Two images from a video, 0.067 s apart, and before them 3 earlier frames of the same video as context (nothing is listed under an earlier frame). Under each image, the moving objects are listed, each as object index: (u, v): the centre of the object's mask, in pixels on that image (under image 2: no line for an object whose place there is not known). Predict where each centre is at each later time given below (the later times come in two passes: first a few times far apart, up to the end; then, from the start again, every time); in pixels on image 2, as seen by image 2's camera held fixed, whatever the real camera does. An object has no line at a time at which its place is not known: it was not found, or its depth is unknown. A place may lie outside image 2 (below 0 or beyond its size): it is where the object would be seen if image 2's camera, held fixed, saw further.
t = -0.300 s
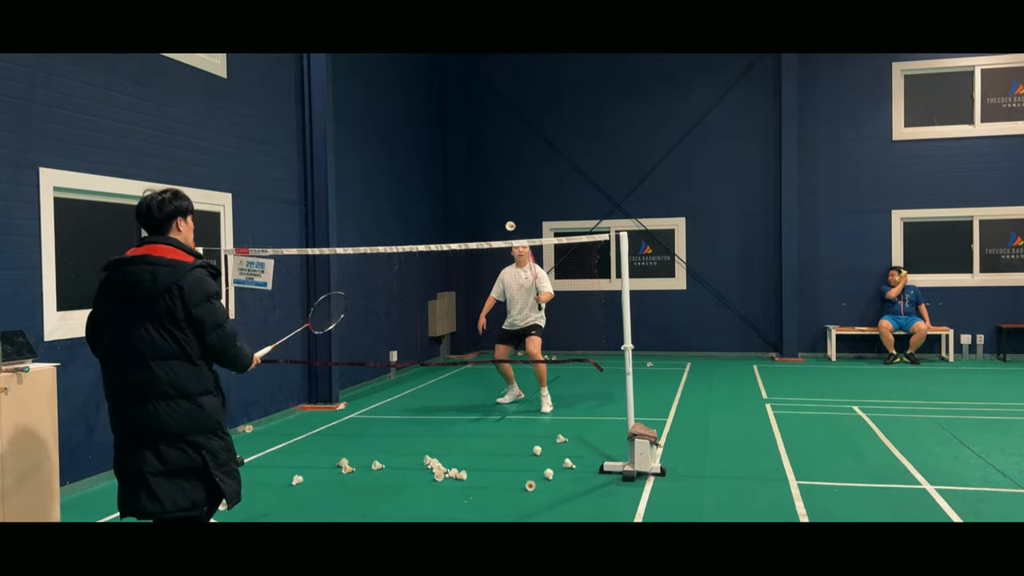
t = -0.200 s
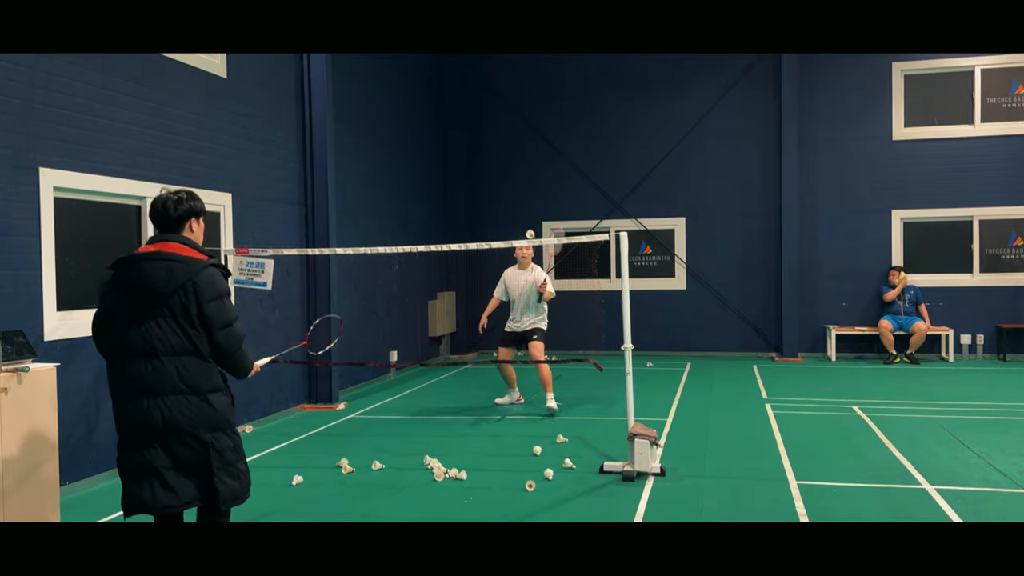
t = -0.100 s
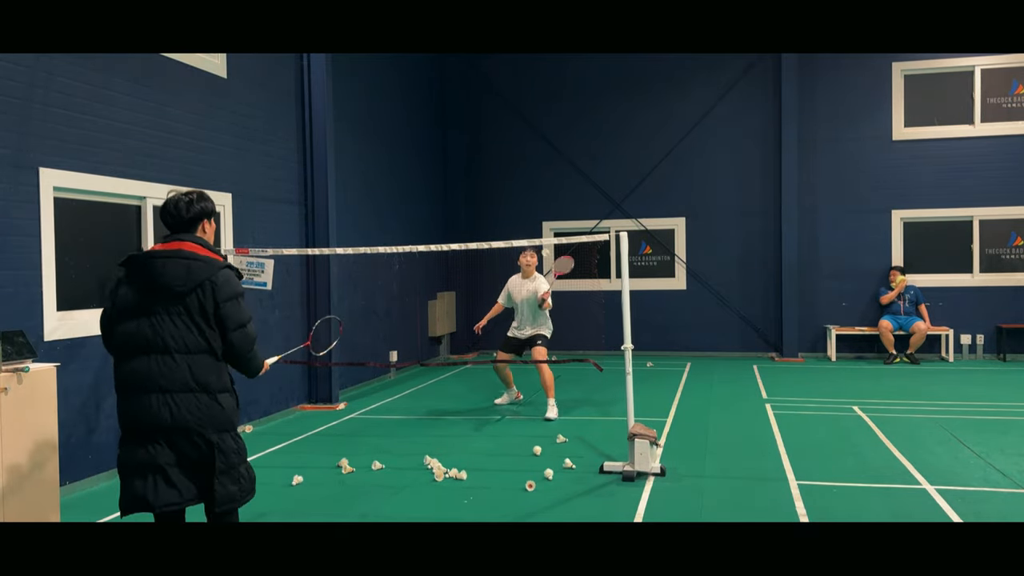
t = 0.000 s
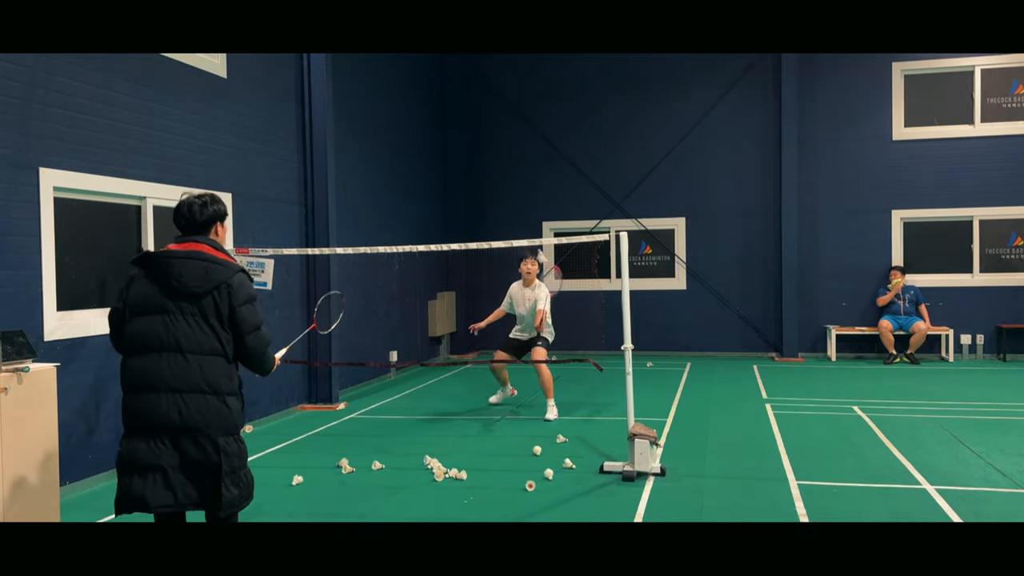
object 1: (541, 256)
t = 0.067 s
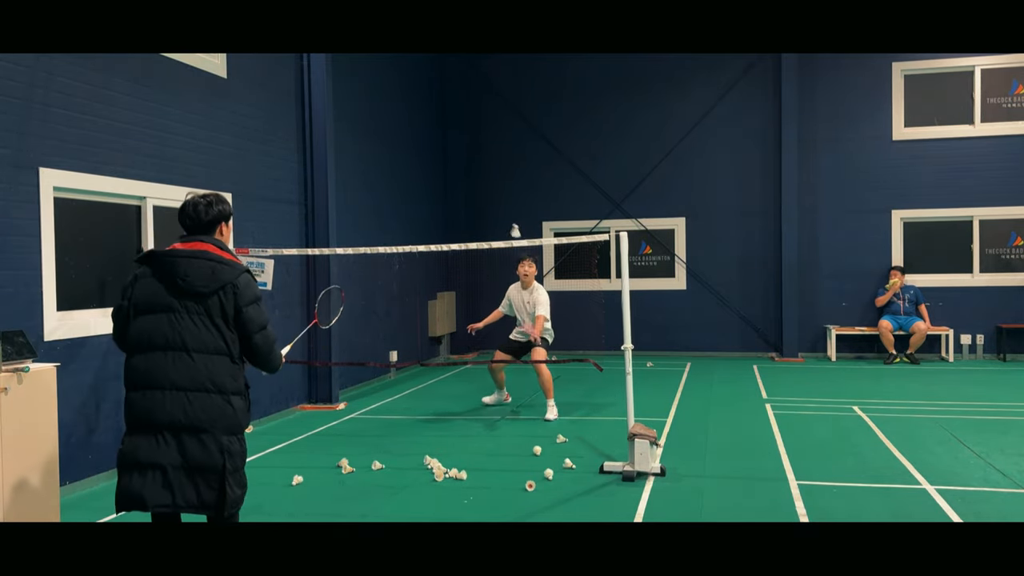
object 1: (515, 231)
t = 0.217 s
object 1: (456, 207)
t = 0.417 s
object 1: (368, 229)
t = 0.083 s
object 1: (510, 225)
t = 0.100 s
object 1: (504, 217)
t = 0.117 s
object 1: (497, 212)
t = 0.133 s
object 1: (491, 210)
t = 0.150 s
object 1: (484, 208)
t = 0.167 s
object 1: (478, 208)
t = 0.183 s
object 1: (470, 208)
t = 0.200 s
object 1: (462, 207)
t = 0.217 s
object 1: (456, 207)
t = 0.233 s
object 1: (449, 207)
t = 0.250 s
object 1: (442, 207)
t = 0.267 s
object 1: (436, 207)
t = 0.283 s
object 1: (429, 207)
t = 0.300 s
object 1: (422, 208)
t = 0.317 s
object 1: (415, 209)
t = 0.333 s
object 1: (408, 211)
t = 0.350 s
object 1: (400, 214)
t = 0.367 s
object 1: (392, 217)
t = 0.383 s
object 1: (384, 220)
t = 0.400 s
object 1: (376, 224)
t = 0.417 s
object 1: (368, 229)
